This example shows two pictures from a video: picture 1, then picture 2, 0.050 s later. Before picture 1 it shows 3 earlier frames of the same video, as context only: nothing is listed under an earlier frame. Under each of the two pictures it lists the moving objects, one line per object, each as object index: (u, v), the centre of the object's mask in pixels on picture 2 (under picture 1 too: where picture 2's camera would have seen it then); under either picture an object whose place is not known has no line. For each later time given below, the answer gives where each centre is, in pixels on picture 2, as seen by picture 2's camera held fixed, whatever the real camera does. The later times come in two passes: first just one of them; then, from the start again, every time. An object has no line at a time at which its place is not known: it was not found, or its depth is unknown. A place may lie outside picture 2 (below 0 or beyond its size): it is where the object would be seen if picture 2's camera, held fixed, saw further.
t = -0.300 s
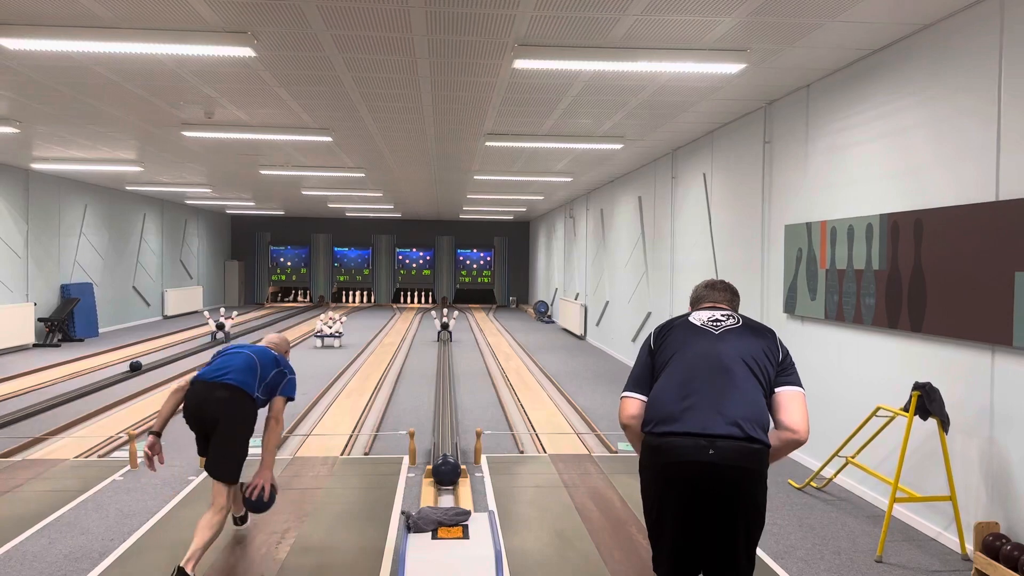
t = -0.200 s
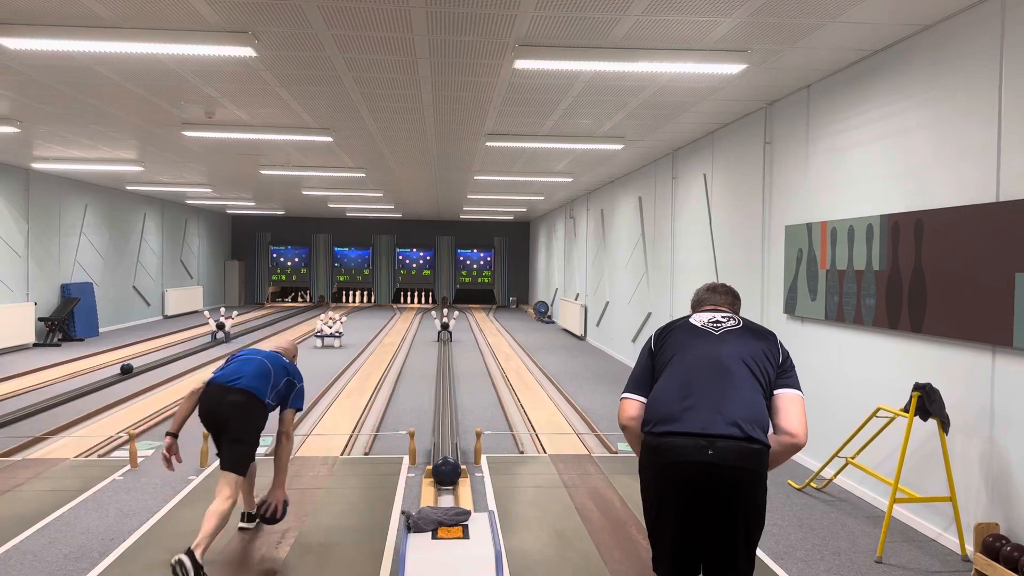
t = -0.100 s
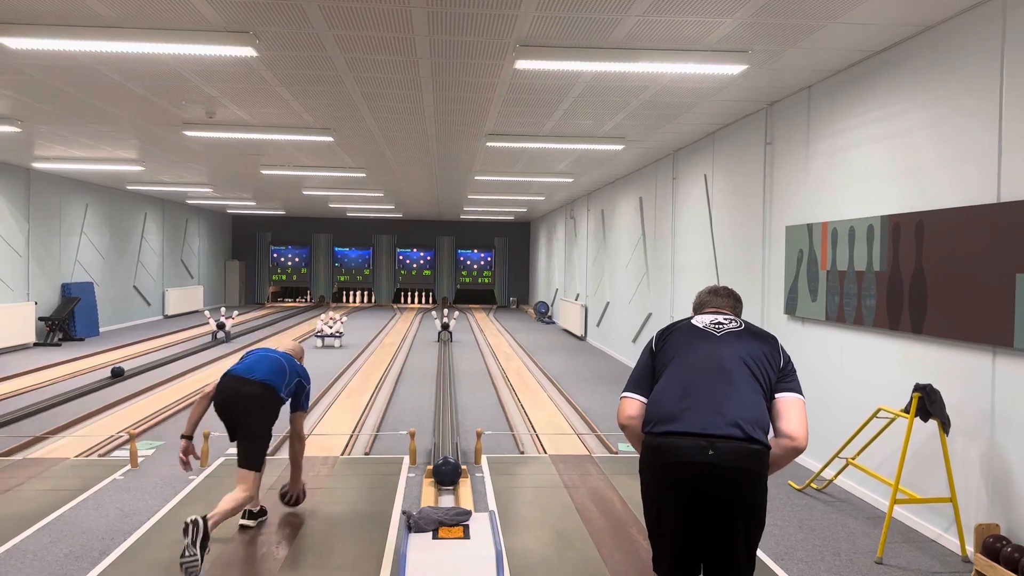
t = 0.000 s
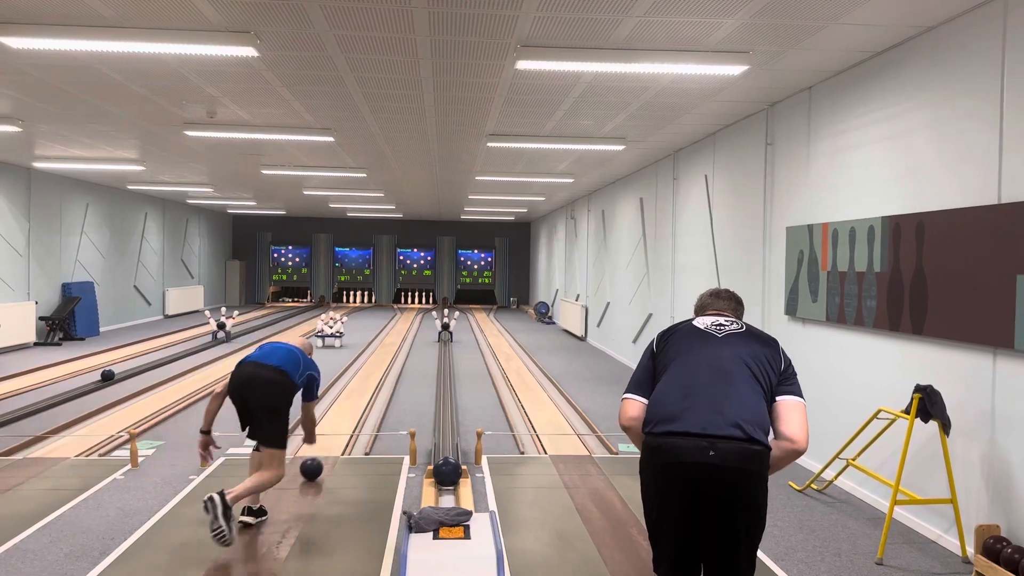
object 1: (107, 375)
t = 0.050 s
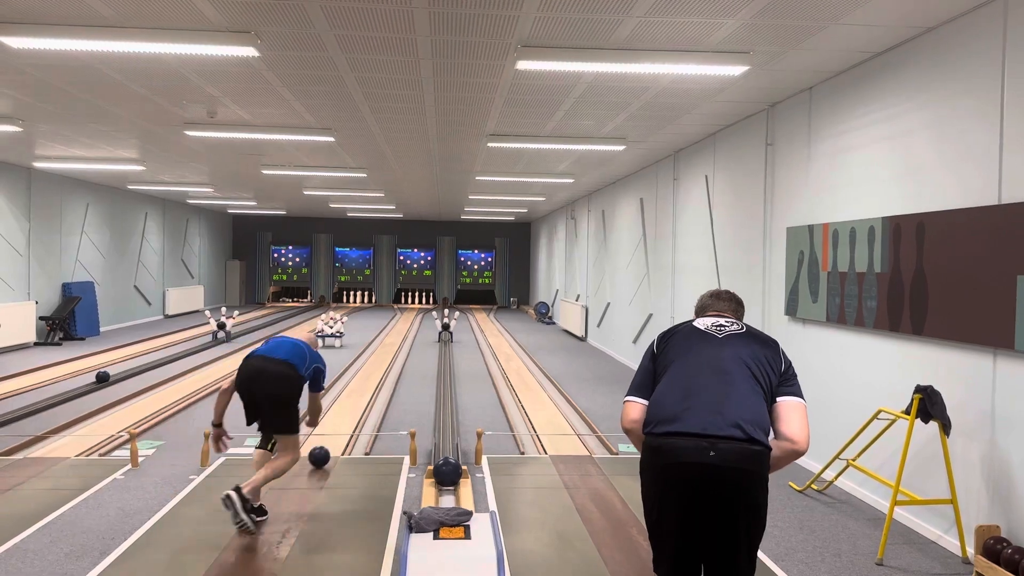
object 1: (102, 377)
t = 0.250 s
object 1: (79, 385)
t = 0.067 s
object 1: (100, 378)
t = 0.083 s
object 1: (99, 378)
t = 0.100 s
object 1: (97, 379)
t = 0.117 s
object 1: (95, 380)
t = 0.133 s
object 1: (93, 380)
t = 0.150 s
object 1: (91, 381)
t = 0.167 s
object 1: (89, 381)
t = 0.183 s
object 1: (87, 382)
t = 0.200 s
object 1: (85, 383)
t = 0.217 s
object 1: (83, 384)
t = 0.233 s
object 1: (81, 384)
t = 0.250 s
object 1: (79, 385)
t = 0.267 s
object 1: (77, 386)
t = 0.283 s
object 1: (75, 386)
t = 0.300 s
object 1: (73, 387)
